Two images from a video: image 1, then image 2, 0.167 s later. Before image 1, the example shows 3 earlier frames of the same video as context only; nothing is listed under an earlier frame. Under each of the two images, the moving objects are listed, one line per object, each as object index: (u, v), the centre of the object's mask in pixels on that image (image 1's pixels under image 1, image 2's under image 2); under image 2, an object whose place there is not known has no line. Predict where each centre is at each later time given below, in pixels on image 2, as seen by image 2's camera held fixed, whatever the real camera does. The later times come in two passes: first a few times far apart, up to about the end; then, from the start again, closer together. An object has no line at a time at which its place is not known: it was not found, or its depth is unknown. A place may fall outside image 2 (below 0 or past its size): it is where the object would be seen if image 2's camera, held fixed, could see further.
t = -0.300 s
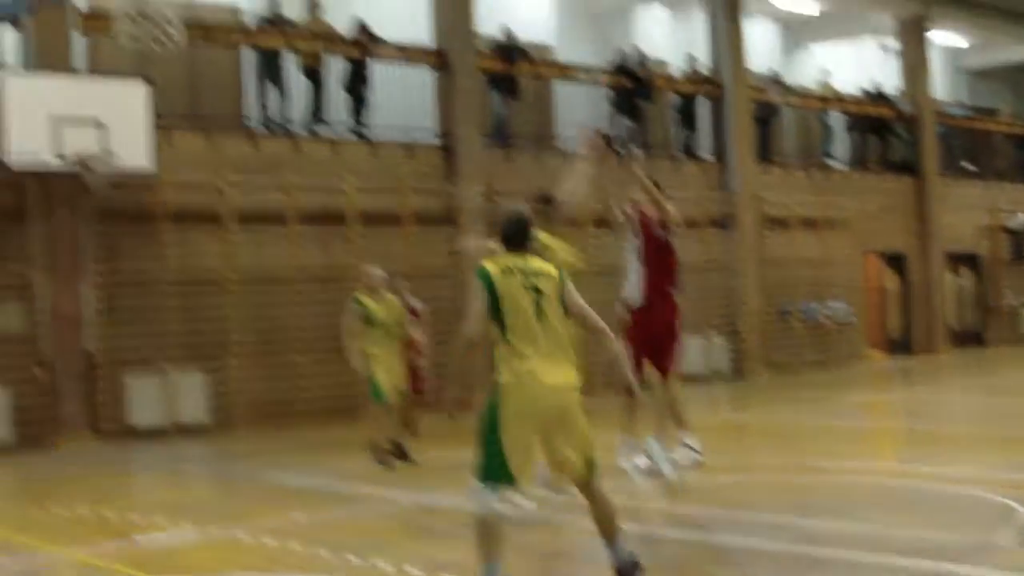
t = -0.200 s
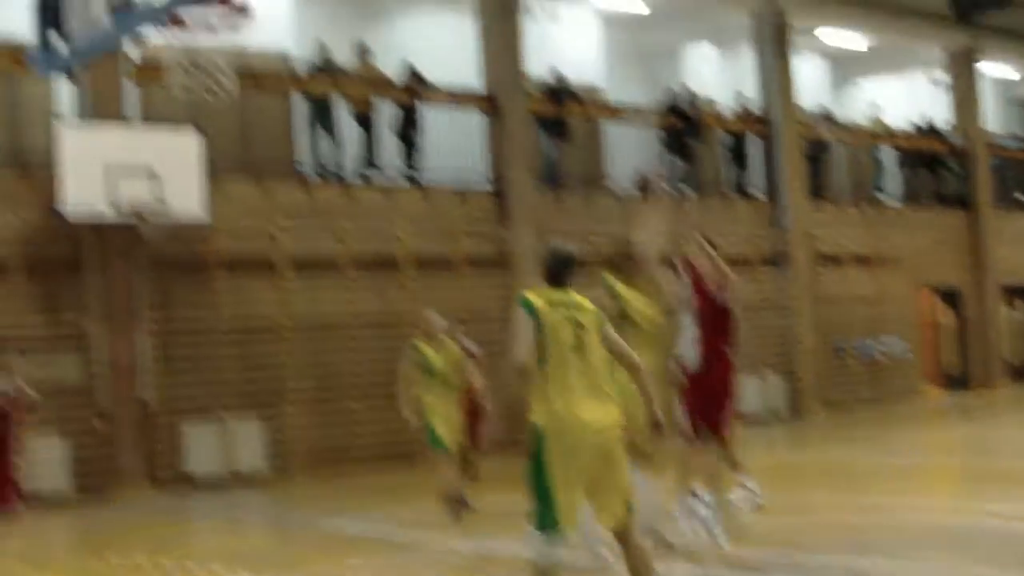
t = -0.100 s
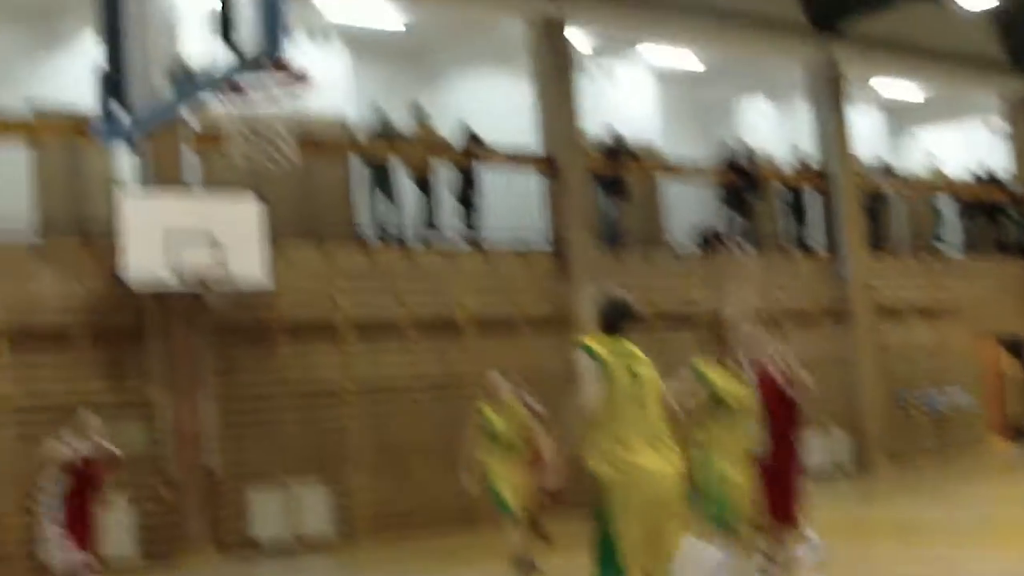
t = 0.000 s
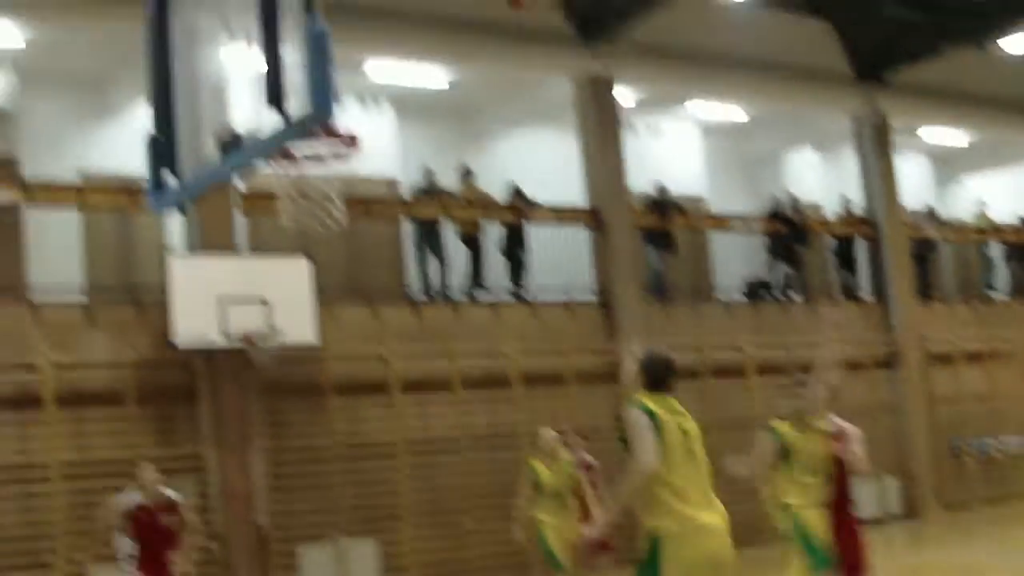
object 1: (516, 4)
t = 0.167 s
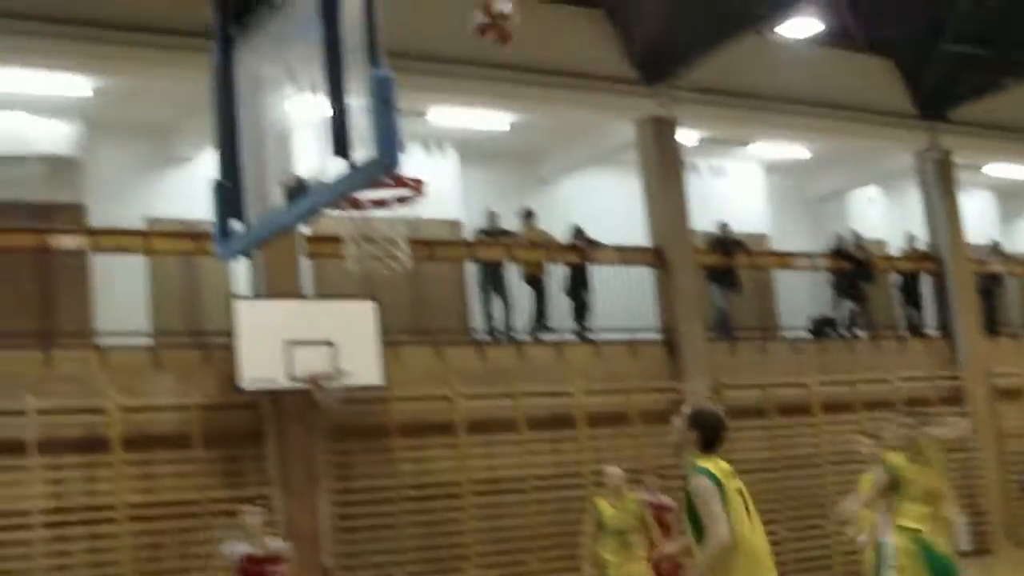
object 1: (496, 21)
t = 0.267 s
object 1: (441, 41)
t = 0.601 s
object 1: (417, 96)
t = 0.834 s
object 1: (512, 63)
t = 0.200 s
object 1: (479, 26)
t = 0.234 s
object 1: (460, 32)
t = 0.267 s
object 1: (441, 41)
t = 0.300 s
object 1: (422, 51)
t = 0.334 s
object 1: (409, 65)
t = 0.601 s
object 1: (417, 96)
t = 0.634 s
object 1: (425, 83)
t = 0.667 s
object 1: (438, 76)
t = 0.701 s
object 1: (452, 67)
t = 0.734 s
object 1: (465, 62)
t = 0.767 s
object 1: (482, 59)
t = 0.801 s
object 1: (497, 58)
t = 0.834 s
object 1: (512, 63)
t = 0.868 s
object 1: (526, 67)
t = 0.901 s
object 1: (543, 75)
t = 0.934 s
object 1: (560, 84)
